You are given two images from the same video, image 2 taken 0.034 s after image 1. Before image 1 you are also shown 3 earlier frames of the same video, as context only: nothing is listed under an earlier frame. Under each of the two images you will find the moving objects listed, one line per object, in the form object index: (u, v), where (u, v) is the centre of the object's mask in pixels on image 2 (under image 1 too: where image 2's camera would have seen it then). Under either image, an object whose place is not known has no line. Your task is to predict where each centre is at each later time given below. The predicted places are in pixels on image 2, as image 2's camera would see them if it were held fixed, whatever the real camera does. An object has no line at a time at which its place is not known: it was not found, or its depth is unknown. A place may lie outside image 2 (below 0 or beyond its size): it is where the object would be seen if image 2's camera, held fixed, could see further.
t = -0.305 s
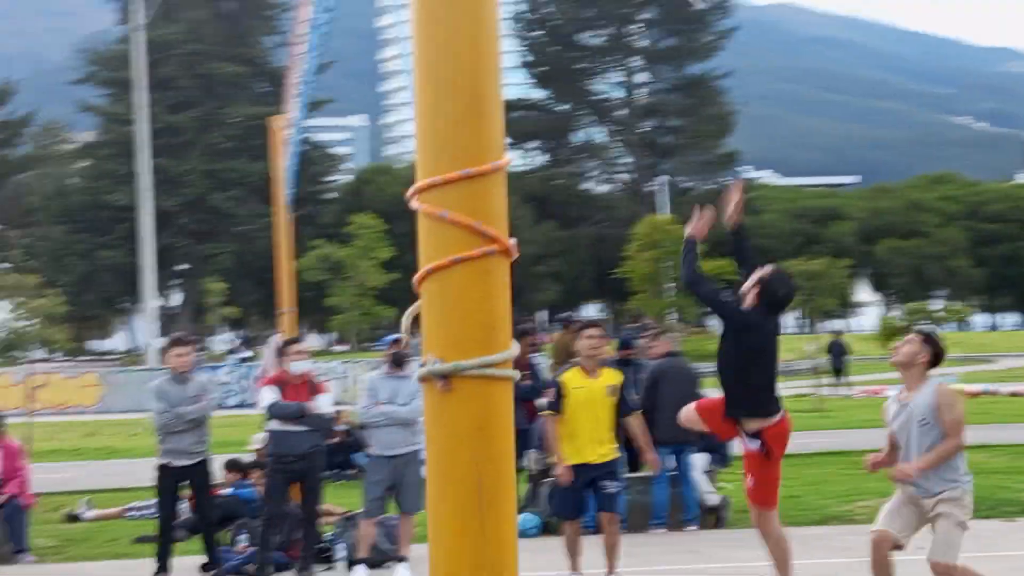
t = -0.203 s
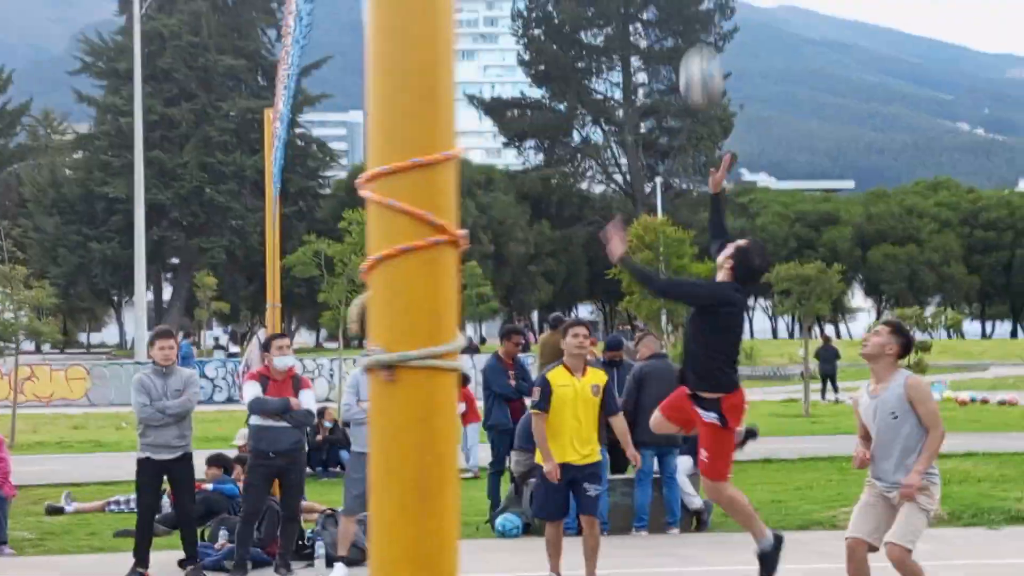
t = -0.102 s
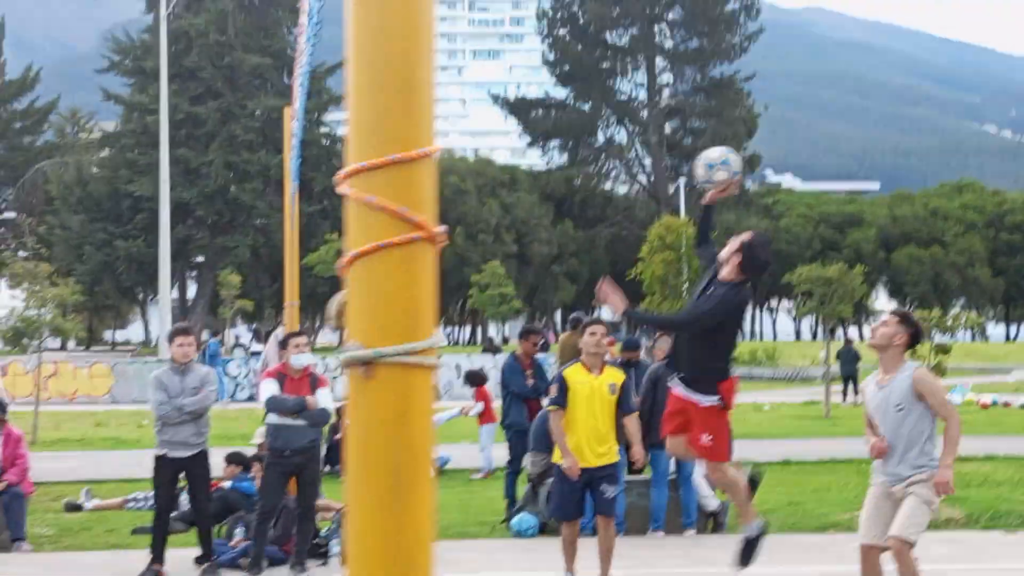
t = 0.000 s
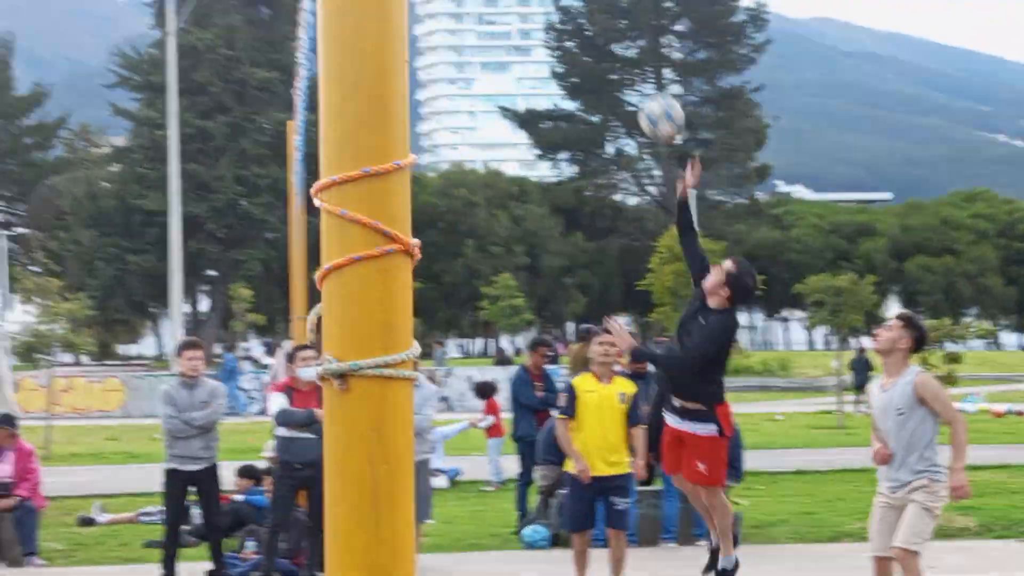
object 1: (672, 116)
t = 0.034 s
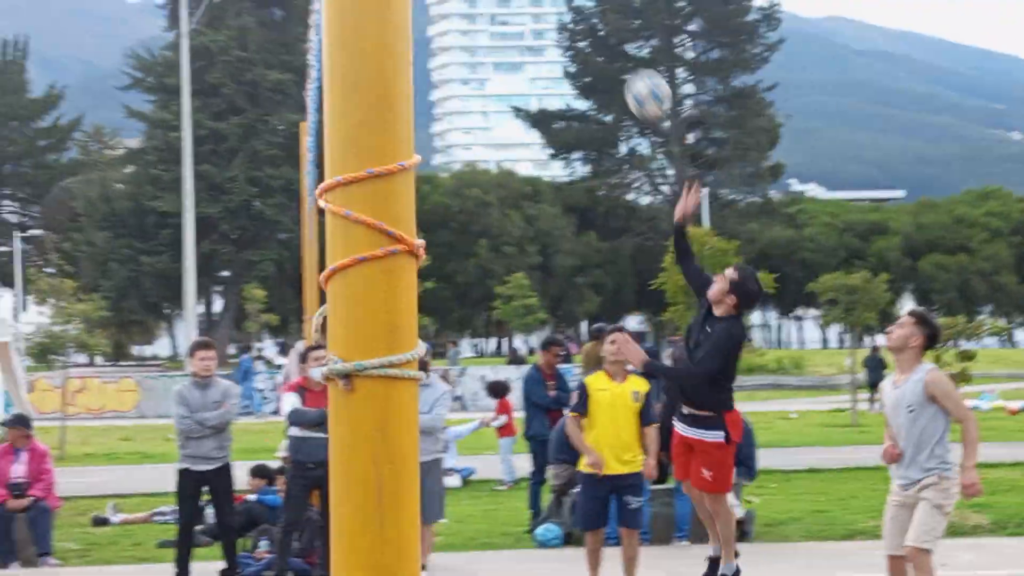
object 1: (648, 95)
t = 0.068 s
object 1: (623, 77)
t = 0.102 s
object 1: (600, 61)
